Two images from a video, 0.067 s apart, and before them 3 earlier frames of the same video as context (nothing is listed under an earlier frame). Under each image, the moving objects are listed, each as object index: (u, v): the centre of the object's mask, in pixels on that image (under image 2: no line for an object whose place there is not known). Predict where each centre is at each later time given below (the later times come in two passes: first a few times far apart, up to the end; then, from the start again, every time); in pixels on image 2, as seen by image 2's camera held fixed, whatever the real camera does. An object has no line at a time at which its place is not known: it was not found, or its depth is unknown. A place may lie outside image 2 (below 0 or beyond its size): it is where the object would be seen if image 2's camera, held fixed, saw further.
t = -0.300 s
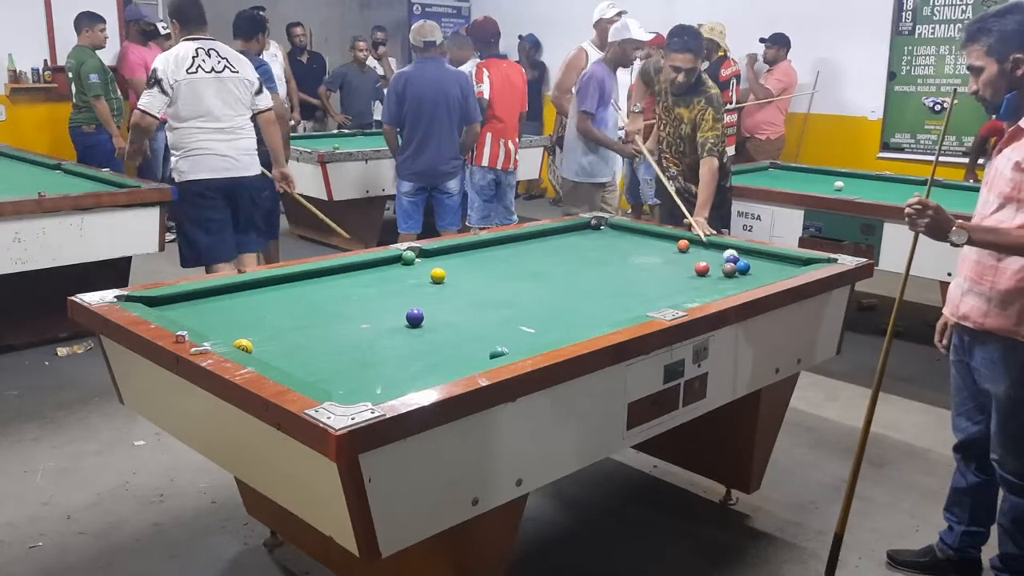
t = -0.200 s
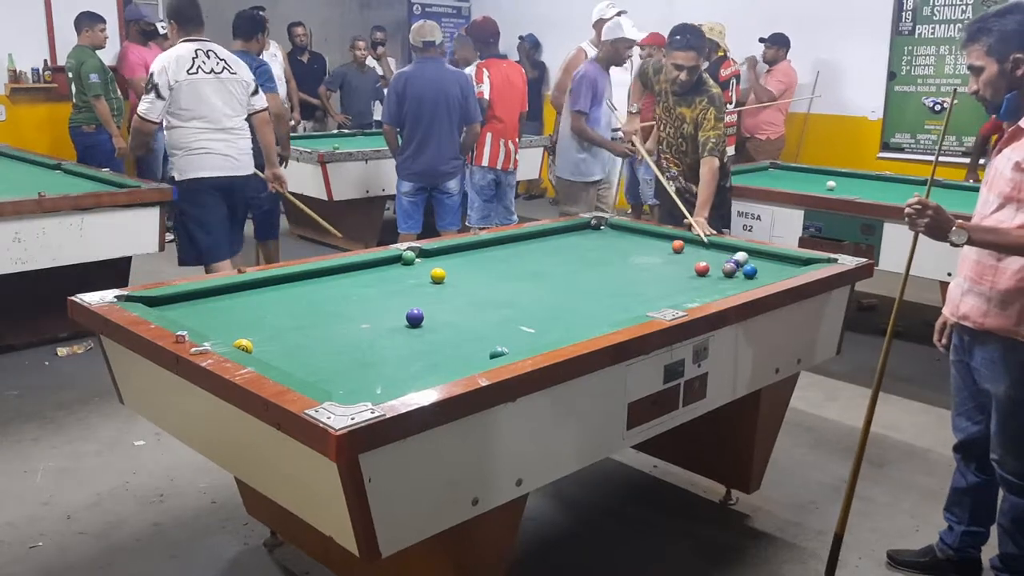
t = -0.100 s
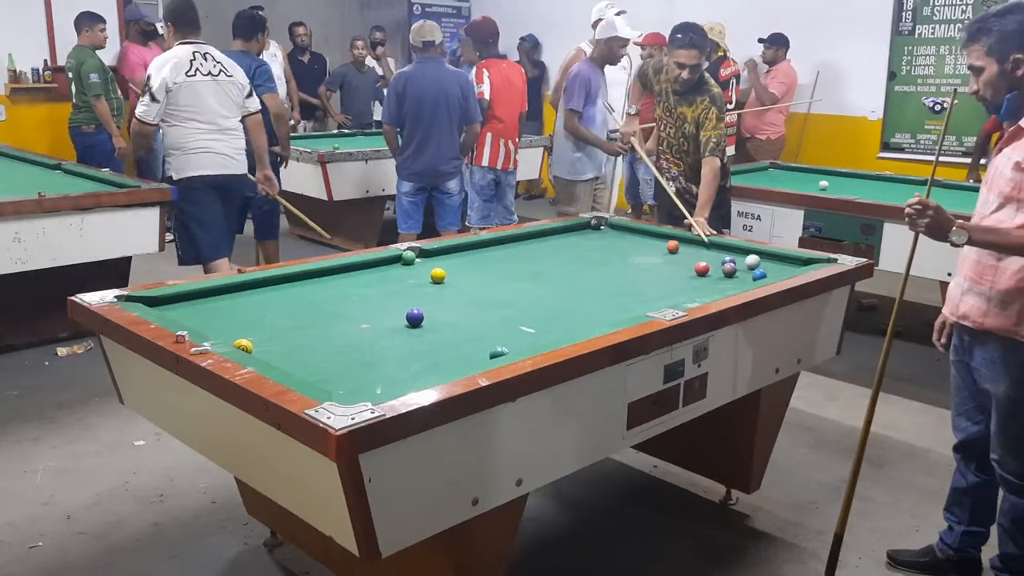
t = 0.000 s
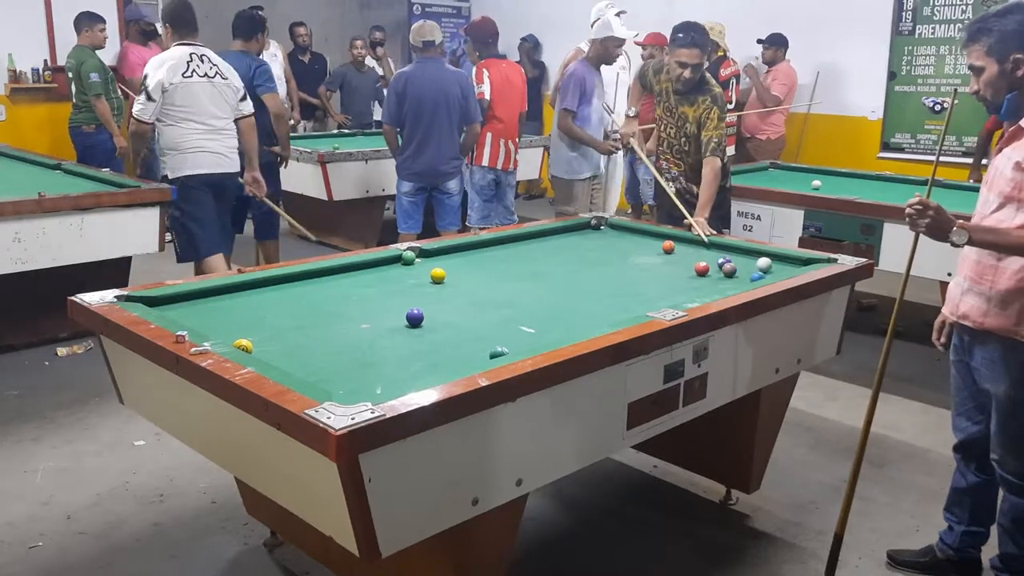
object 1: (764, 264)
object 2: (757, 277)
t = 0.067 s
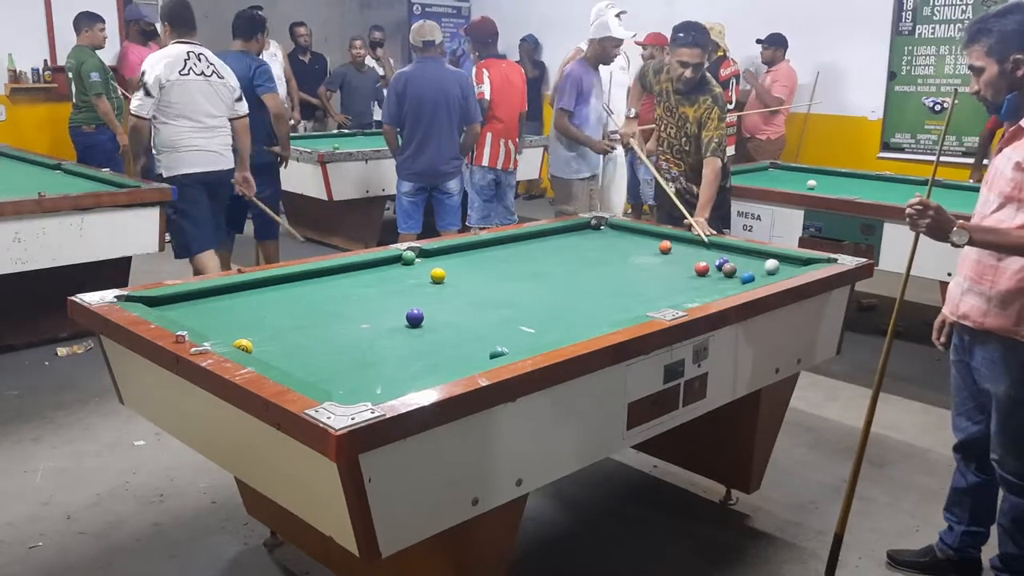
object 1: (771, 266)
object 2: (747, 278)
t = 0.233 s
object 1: (786, 268)
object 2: (723, 277)
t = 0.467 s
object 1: (764, 267)
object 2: (690, 276)
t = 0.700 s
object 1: (744, 264)
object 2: (660, 275)
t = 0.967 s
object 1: (723, 260)
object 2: (629, 274)
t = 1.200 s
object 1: (709, 257)
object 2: (603, 273)
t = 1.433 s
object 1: (692, 256)
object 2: (580, 272)
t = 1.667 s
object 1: (681, 255)
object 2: (559, 270)
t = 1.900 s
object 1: (670, 254)
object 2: (539, 270)
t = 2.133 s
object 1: (660, 253)
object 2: (522, 269)
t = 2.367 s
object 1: (652, 252)
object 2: (507, 269)
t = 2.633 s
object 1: (645, 251)
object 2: (492, 268)
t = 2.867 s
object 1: (640, 251)
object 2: (481, 267)
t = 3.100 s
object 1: (639, 250)
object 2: (471, 267)
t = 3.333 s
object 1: (639, 250)
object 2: (464, 267)
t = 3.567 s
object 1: (639, 250)
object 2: (458, 267)
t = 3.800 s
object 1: (639, 250)
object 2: (455, 267)
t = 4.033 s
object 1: (639, 250)
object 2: (452, 267)
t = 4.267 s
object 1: (639, 250)
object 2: (451, 267)
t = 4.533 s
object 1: (639, 250)
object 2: (451, 267)
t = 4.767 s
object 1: (639, 250)
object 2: (451, 267)
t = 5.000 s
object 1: (639, 250)
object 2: (451, 267)
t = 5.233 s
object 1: (639, 250)
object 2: (451, 267)
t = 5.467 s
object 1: (639, 250)
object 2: (451, 267)
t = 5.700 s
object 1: (638, 250)
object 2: (451, 267)
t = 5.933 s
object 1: (639, 250)
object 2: (451, 267)
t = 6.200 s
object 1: (639, 250)
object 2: (451, 267)
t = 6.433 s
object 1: (639, 250)
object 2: (451, 267)
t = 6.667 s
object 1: (639, 250)
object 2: (451, 267)
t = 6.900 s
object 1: (639, 250)
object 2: (451, 267)
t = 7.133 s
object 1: (639, 250)
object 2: (451, 267)
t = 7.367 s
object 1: (639, 250)
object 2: (451, 267)
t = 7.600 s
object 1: (639, 250)
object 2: (451, 267)
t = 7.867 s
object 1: (639, 250)
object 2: (451, 267)
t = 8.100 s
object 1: (639, 250)
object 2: (451, 267)
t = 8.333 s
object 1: (639, 250)
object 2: (451, 266)
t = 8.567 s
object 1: (639, 250)
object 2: (451, 267)
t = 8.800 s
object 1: (639, 250)
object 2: (451, 267)
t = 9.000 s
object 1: (639, 250)
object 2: (451, 266)
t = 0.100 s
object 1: (775, 267)
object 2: (742, 278)
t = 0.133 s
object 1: (778, 267)
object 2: (737, 278)
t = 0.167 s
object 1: (782, 267)
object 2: (732, 278)
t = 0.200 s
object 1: (786, 268)
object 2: (728, 278)
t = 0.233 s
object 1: (786, 268)
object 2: (723, 277)
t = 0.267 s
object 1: (782, 267)
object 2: (718, 278)
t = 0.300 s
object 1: (779, 268)
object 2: (713, 277)
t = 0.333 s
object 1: (776, 268)
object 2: (708, 277)
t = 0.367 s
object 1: (773, 268)
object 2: (704, 277)
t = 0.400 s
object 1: (770, 268)
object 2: (699, 276)
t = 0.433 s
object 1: (767, 267)
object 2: (695, 276)
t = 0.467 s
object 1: (764, 267)
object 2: (690, 276)
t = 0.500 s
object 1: (761, 266)
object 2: (686, 276)
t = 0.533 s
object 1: (758, 266)
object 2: (682, 276)
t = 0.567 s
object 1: (755, 265)
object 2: (677, 276)
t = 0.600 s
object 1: (752, 265)
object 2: (673, 276)
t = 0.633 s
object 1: (750, 264)
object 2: (669, 276)
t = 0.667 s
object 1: (747, 264)
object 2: (664, 275)
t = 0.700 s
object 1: (744, 264)
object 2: (660, 275)
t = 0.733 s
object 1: (741, 263)
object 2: (656, 275)
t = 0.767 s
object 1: (739, 263)
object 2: (652, 275)
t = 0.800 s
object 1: (737, 262)
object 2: (648, 275)
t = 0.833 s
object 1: (734, 261)
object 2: (644, 275)
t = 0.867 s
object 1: (731, 260)
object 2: (640, 275)
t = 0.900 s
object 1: (728, 259)
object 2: (636, 275)
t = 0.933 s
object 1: (725, 259)
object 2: (632, 274)
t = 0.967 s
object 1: (723, 260)
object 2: (629, 274)
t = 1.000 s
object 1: (720, 260)
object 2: (625, 274)
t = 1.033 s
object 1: (719, 260)
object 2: (621, 274)
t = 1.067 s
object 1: (716, 260)
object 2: (618, 274)
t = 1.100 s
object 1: (714, 260)
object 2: (614, 273)
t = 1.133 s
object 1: (712, 259)
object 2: (610, 273)
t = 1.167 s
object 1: (711, 258)
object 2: (607, 273)
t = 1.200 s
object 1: (709, 257)
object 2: (603, 273)
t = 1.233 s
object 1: (707, 256)
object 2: (600, 273)
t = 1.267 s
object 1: (704, 255)
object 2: (596, 272)
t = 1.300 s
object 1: (700, 254)
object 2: (593, 272)
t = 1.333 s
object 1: (698, 254)
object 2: (590, 272)
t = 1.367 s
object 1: (696, 255)
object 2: (587, 272)
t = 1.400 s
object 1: (694, 256)
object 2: (583, 272)
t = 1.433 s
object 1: (692, 256)
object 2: (580, 272)
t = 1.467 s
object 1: (690, 256)
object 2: (577, 272)
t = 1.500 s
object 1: (689, 256)
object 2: (574, 272)
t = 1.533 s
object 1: (688, 256)
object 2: (571, 271)
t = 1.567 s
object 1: (686, 256)
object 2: (568, 271)
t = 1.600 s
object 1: (684, 256)
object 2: (565, 271)
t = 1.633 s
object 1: (682, 255)
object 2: (562, 271)
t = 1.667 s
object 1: (681, 255)
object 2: (559, 270)
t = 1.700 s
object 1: (679, 255)
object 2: (556, 270)
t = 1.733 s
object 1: (677, 255)
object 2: (553, 270)
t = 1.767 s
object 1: (676, 255)
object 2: (550, 270)
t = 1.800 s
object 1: (674, 254)
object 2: (547, 270)
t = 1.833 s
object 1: (673, 254)
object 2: (545, 270)
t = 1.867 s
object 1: (671, 254)
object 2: (542, 270)
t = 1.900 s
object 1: (670, 254)
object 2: (539, 270)
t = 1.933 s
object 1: (668, 254)
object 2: (537, 270)
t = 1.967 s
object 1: (667, 253)
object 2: (534, 270)
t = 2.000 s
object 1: (666, 253)
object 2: (532, 269)
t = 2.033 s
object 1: (664, 253)
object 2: (529, 269)
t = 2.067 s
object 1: (663, 253)
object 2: (527, 269)
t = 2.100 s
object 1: (661, 253)
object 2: (524, 269)
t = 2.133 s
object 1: (660, 253)
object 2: (522, 269)
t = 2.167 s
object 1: (659, 253)
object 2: (520, 269)
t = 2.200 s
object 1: (658, 253)
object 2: (518, 269)
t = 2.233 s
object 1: (656, 252)
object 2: (515, 269)
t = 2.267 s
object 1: (655, 252)
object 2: (513, 269)
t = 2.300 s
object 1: (654, 252)
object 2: (511, 268)
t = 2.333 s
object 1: (653, 252)
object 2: (509, 268)
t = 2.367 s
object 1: (652, 252)
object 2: (507, 269)
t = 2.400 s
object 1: (651, 252)
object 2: (505, 268)
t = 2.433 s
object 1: (650, 252)
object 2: (503, 268)
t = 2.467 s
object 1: (649, 252)
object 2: (501, 268)
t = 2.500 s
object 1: (648, 252)
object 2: (499, 268)
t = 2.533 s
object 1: (647, 251)
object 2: (497, 268)
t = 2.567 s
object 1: (646, 251)
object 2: (496, 268)
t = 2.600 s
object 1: (645, 251)
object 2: (494, 268)
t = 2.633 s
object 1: (645, 251)
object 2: (492, 268)
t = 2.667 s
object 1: (644, 251)
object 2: (490, 268)
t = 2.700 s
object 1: (643, 251)
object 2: (489, 268)
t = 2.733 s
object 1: (642, 251)
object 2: (487, 267)
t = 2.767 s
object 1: (642, 251)
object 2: (485, 267)
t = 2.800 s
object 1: (641, 251)
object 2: (484, 267)
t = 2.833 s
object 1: (641, 251)
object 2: (482, 267)
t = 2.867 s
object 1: (640, 251)
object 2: (481, 267)
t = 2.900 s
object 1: (639, 250)
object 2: (479, 267)
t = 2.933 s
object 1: (639, 250)
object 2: (478, 267)
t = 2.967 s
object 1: (639, 250)
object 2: (477, 267)
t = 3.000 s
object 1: (639, 250)
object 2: (475, 267)
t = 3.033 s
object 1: (639, 250)
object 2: (474, 267)
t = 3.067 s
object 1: (639, 250)
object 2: (473, 267)
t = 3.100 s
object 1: (639, 250)
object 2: (471, 267)
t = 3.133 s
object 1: (638, 250)
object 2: (470, 267)
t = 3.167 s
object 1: (639, 250)
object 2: (469, 267)
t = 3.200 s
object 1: (639, 250)
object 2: (468, 267)
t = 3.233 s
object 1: (639, 250)
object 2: (467, 267)
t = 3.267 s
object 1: (639, 250)
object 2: (466, 267)
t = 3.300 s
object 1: (639, 250)
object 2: (465, 267)
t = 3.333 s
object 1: (639, 250)
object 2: (464, 267)
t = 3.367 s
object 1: (639, 250)
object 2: (463, 267)
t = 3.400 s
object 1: (639, 250)
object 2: (462, 267)
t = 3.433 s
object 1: (639, 250)
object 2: (461, 267)
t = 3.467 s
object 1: (639, 250)
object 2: (460, 267)
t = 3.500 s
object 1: (639, 250)
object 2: (460, 267)
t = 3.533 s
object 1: (639, 250)
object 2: (459, 267)
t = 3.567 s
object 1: (639, 250)
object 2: (458, 267)
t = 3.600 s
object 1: (639, 250)
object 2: (457, 267)
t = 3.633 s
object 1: (639, 250)
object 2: (457, 267)
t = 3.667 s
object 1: (639, 250)
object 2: (456, 267)
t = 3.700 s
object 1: (639, 250)
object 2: (456, 267)
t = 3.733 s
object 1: (639, 250)
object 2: (455, 266)
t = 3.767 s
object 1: (639, 250)
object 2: (455, 267)
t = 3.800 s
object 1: (639, 250)
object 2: (455, 267)
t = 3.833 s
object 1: (639, 250)
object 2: (454, 267)
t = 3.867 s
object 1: (639, 250)
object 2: (453, 267)
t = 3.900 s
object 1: (639, 250)
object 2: (453, 267)
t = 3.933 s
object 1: (639, 250)
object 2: (453, 267)
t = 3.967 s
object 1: (639, 250)
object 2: (453, 267)
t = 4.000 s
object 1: (639, 250)
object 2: (452, 267)
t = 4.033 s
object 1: (639, 250)
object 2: (452, 267)
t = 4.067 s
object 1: (639, 250)
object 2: (452, 267)
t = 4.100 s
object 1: (639, 250)
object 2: (452, 267)
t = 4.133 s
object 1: (639, 250)
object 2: (452, 267)
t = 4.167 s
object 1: (639, 250)
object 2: (452, 267)
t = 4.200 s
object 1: (639, 250)
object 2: (451, 267)
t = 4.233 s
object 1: (639, 250)
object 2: (451, 267)
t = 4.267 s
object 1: (639, 250)
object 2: (451, 267)
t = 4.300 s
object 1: (639, 250)
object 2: (451, 267)
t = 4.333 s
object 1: (639, 250)
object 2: (451, 267)
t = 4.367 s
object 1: (639, 250)
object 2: (451, 267)
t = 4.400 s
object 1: (639, 250)
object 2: (451, 267)
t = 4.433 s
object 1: (639, 250)
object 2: (451, 267)
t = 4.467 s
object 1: (639, 250)
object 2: (451, 267)
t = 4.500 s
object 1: (639, 250)
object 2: (451, 267)
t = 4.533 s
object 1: (639, 250)
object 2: (451, 267)
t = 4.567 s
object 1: (639, 250)
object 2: (451, 267)
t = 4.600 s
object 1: (639, 250)
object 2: (451, 267)
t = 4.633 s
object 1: (639, 250)
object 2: (451, 267)
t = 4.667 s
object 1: (639, 250)
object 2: (451, 267)
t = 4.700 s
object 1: (639, 250)
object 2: (451, 267)
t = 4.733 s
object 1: (639, 250)
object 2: (451, 267)
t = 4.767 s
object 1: (639, 250)
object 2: (451, 267)
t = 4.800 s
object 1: (639, 250)
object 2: (451, 267)
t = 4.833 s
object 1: (639, 250)
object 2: (451, 267)
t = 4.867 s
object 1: (639, 250)
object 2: (451, 267)
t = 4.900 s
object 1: (639, 250)
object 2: (451, 267)
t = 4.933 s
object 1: (639, 250)
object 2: (451, 267)
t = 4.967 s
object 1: (639, 250)
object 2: (451, 267)
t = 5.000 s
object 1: (639, 250)
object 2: (451, 267)
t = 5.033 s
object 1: (639, 250)
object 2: (451, 267)
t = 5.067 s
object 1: (639, 250)
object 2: (451, 267)
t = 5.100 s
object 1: (639, 250)
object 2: (451, 267)
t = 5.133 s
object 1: (639, 250)
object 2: (451, 267)
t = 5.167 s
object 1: (639, 250)
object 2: (451, 267)
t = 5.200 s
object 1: (639, 250)
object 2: (451, 267)
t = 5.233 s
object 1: (639, 250)
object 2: (451, 267)
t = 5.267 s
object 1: (639, 250)
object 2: (451, 267)
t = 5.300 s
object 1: (639, 250)
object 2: (451, 267)
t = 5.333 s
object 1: (639, 250)
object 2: (451, 267)
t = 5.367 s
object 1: (639, 250)
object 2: (451, 267)
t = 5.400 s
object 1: (639, 250)
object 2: (451, 267)
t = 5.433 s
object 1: (639, 250)
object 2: (451, 267)
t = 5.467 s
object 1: (639, 250)
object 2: (451, 267)
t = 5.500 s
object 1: (639, 250)
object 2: (451, 267)
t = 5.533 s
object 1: (639, 250)
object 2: (451, 267)
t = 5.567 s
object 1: (639, 250)
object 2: (451, 267)
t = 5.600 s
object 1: (638, 250)
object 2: (451, 266)
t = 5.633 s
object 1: (638, 250)
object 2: (451, 266)
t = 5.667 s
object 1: (638, 250)
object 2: (451, 266)
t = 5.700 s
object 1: (638, 250)
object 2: (451, 267)
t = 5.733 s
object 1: (639, 250)
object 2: (451, 267)
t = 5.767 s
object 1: (639, 250)
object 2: (451, 267)
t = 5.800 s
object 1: (639, 250)
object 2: (451, 267)
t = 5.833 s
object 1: (639, 250)
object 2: (451, 267)
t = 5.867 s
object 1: (639, 250)
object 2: (451, 267)
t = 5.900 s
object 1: (639, 250)
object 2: (451, 267)
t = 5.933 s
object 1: (639, 250)
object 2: (451, 267)
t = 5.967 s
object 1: (639, 250)
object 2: (451, 267)
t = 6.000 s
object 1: (639, 250)
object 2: (451, 267)
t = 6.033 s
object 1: (639, 250)
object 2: (451, 267)
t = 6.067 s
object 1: (639, 250)
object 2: (451, 267)
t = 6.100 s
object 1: (639, 250)
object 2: (451, 267)
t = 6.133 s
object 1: (639, 250)
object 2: (451, 267)
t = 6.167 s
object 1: (639, 250)
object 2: (451, 267)
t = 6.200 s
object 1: (639, 250)
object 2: (451, 267)
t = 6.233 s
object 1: (639, 250)
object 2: (451, 267)
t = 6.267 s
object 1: (639, 250)
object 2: (451, 267)
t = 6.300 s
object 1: (639, 250)
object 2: (451, 267)
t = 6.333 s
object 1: (639, 250)
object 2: (451, 267)
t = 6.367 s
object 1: (639, 250)
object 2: (451, 267)
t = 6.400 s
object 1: (639, 250)
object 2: (451, 267)
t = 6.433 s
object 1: (639, 250)
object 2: (451, 267)
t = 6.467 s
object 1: (639, 250)
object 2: (451, 267)
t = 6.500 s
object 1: (639, 250)
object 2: (451, 267)
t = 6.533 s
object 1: (639, 250)
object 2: (451, 267)
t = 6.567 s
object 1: (639, 250)
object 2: (451, 267)
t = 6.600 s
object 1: (639, 250)
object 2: (451, 267)
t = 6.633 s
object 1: (639, 250)
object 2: (451, 267)
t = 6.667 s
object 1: (639, 250)
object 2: (451, 267)
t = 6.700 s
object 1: (639, 250)
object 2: (451, 267)
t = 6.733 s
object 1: (639, 250)
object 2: (451, 267)
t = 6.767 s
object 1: (639, 250)
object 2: (451, 267)
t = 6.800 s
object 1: (639, 250)
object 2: (451, 267)
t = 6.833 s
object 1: (639, 250)
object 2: (451, 267)
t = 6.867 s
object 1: (639, 250)
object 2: (451, 267)
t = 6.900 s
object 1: (639, 250)
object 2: (451, 267)
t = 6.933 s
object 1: (639, 250)
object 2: (451, 267)
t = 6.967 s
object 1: (639, 250)
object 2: (451, 267)
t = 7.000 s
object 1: (639, 250)
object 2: (451, 267)
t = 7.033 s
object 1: (639, 250)
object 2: (451, 267)
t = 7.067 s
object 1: (639, 250)
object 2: (451, 267)
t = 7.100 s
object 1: (639, 250)
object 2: (451, 267)
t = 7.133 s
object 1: (639, 250)
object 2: (451, 267)
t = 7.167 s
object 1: (639, 250)
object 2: (451, 267)
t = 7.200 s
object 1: (639, 250)
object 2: (451, 267)
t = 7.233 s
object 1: (639, 250)
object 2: (451, 267)
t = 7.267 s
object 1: (639, 250)
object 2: (451, 267)
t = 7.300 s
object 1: (639, 250)
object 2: (451, 267)
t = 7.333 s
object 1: (639, 250)
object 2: (451, 267)
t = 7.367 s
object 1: (639, 250)
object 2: (451, 267)
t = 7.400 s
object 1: (639, 250)
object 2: (451, 267)
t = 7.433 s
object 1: (639, 250)
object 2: (451, 267)
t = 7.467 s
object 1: (639, 250)
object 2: (451, 267)
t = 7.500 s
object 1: (639, 250)
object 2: (451, 267)
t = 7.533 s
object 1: (639, 250)
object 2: (451, 267)
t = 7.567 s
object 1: (639, 250)
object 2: (451, 267)
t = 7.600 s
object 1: (639, 250)
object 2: (451, 267)
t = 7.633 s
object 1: (639, 250)
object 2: (451, 267)
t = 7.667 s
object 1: (639, 250)
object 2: (451, 267)
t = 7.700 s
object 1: (639, 250)
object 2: (451, 267)
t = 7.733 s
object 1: (639, 250)
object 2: (451, 267)
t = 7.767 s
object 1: (639, 250)
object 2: (451, 267)
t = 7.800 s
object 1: (639, 250)
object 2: (451, 267)
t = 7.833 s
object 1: (639, 250)
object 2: (451, 267)
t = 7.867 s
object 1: (639, 250)
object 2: (451, 267)
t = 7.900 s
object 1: (639, 250)
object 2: (451, 267)
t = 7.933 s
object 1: (639, 250)
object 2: (451, 267)
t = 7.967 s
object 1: (639, 250)
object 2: (451, 267)
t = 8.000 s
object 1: (639, 250)
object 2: (451, 267)
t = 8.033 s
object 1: (639, 250)
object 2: (451, 267)
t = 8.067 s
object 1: (639, 250)
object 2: (451, 267)
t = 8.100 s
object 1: (639, 250)
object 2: (451, 267)
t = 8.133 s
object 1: (639, 250)
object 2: (451, 267)
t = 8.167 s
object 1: (639, 250)
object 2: (451, 267)
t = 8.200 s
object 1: (639, 250)
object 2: (451, 266)
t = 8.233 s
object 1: (639, 250)
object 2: (452, 266)
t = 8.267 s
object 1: (639, 250)
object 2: (452, 266)
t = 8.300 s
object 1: (639, 250)
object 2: (452, 266)
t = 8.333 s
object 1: (639, 250)
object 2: (451, 266)
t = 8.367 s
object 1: (639, 250)
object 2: (451, 267)
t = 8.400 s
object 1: (639, 250)
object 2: (451, 267)
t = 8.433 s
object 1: (639, 250)
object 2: (451, 267)
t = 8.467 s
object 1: (639, 250)
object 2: (451, 267)
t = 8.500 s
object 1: (639, 250)
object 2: (451, 267)
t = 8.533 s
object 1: (639, 250)
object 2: (451, 267)
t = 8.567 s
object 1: (639, 250)
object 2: (451, 267)
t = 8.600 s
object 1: (639, 250)
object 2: (451, 267)
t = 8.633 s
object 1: (639, 250)
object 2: (451, 267)
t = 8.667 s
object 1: (639, 250)
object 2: (451, 267)
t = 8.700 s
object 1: (639, 250)
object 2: (451, 267)
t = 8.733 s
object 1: (639, 250)
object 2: (451, 267)
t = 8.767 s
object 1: (639, 250)
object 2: (451, 267)
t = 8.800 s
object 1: (639, 250)
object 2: (451, 267)
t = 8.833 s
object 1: (639, 250)
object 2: (451, 267)
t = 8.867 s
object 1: (639, 250)
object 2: (451, 267)
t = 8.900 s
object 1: (639, 250)
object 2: (451, 267)
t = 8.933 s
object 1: (639, 250)
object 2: (451, 266)
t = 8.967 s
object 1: (639, 250)
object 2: (451, 266)
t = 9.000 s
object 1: (639, 250)
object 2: (451, 266)
